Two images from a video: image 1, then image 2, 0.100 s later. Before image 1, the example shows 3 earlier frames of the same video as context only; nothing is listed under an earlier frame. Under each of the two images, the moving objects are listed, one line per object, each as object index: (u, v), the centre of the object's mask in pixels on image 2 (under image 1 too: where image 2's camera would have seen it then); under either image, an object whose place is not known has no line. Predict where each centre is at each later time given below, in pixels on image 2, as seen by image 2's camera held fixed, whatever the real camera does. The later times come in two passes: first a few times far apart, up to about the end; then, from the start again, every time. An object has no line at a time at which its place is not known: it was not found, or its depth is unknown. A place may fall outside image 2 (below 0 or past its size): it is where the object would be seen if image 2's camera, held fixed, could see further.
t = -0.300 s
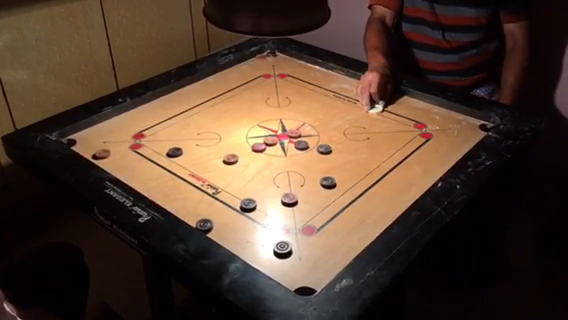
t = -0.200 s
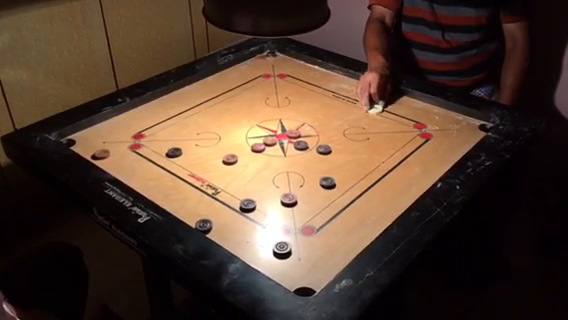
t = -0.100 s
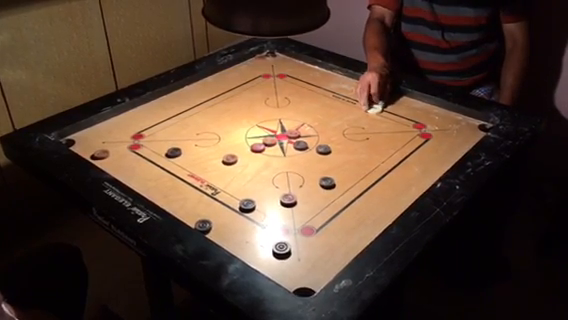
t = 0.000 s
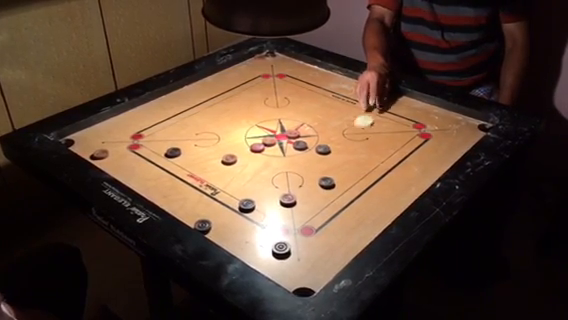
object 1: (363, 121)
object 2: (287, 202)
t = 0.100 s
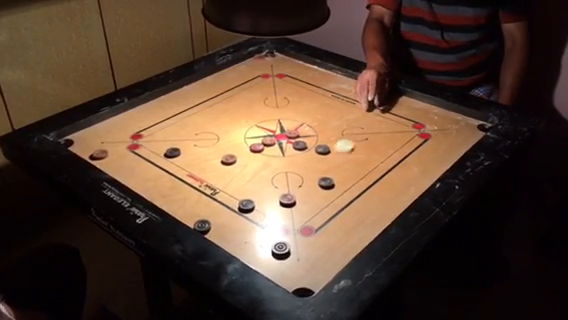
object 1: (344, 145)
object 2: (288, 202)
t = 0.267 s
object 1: (311, 180)
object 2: (288, 203)
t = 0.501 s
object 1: (290, 193)
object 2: (255, 228)
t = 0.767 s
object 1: (289, 194)
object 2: (240, 240)
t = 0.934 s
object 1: (289, 194)
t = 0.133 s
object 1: (337, 154)
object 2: (288, 202)
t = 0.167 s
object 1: (330, 162)
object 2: (287, 202)
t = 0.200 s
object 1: (323, 171)
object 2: (287, 203)
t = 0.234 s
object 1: (317, 175)
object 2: (288, 203)
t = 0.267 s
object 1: (311, 180)
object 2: (288, 203)
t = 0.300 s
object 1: (304, 184)
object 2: (287, 203)
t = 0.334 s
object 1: (298, 188)
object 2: (287, 203)
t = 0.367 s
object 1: (295, 190)
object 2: (280, 208)
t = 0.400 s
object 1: (293, 192)
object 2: (273, 213)
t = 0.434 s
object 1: (291, 192)
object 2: (266, 219)
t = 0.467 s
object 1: (290, 193)
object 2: (261, 224)
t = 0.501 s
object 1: (290, 193)
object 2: (255, 228)
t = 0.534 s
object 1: (289, 193)
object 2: (250, 231)
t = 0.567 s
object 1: (289, 194)
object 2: (247, 234)
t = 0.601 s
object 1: (289, 193)
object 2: (244, 237)
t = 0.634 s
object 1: (289, 193)
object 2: (242, 239)
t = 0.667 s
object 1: (289, 193)
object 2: (241, 240)
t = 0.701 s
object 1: (290, 193)
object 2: (240, 240)
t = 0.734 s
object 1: (289, 193)
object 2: (240, 240)
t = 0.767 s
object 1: (289, 194)
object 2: (240, 240)
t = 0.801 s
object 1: (289, 194)
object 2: (240, 240)
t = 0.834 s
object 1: (289, 194)
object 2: (240, 240)
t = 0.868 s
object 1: (289, 194)
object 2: (240, 240)
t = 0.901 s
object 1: (289, 194)
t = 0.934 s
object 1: (289, 194)
